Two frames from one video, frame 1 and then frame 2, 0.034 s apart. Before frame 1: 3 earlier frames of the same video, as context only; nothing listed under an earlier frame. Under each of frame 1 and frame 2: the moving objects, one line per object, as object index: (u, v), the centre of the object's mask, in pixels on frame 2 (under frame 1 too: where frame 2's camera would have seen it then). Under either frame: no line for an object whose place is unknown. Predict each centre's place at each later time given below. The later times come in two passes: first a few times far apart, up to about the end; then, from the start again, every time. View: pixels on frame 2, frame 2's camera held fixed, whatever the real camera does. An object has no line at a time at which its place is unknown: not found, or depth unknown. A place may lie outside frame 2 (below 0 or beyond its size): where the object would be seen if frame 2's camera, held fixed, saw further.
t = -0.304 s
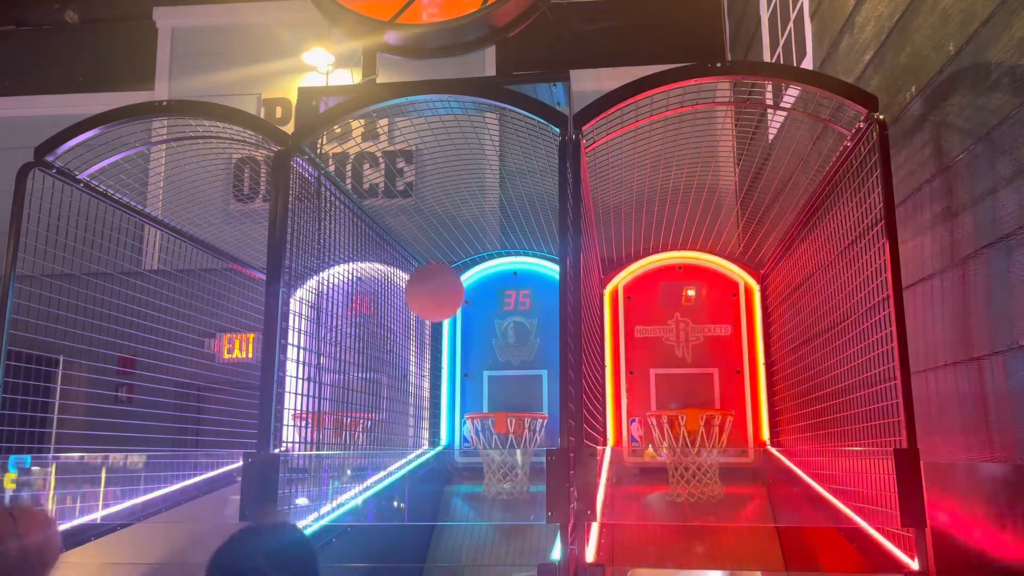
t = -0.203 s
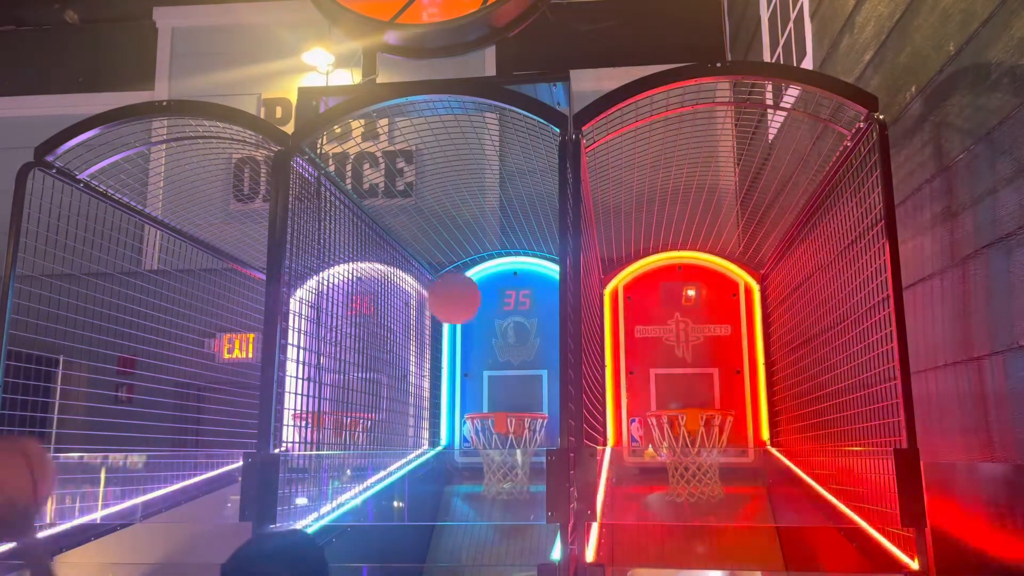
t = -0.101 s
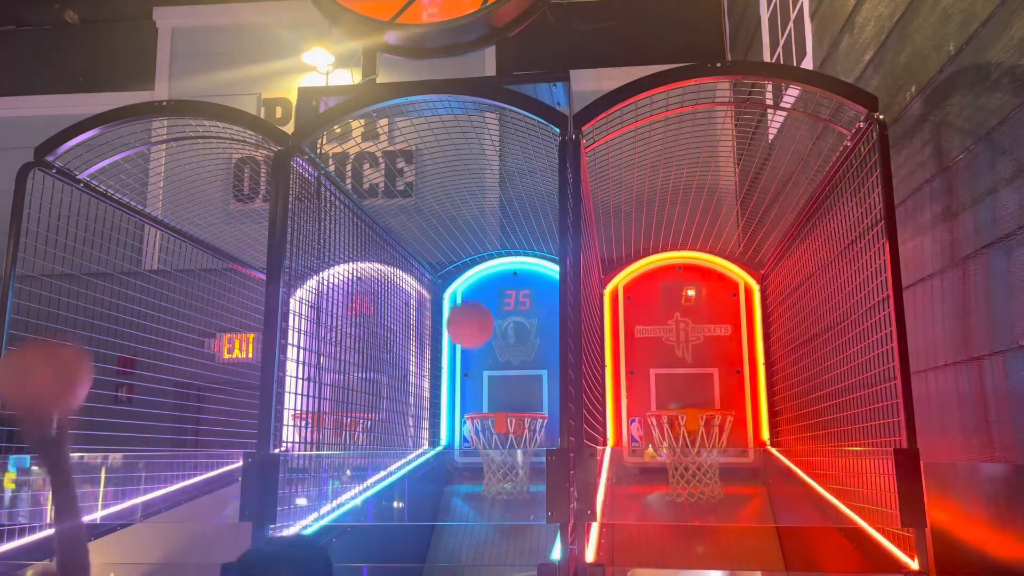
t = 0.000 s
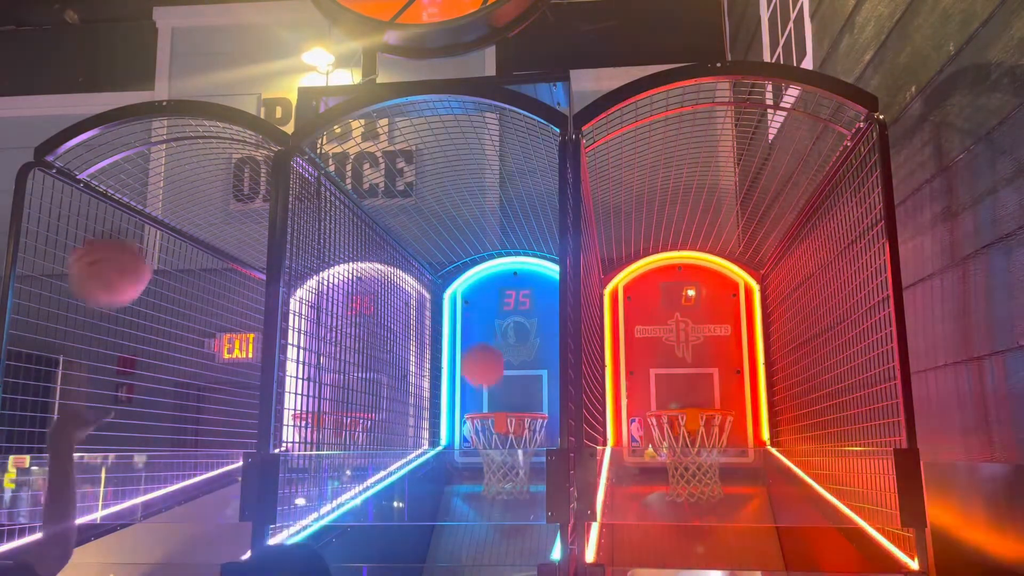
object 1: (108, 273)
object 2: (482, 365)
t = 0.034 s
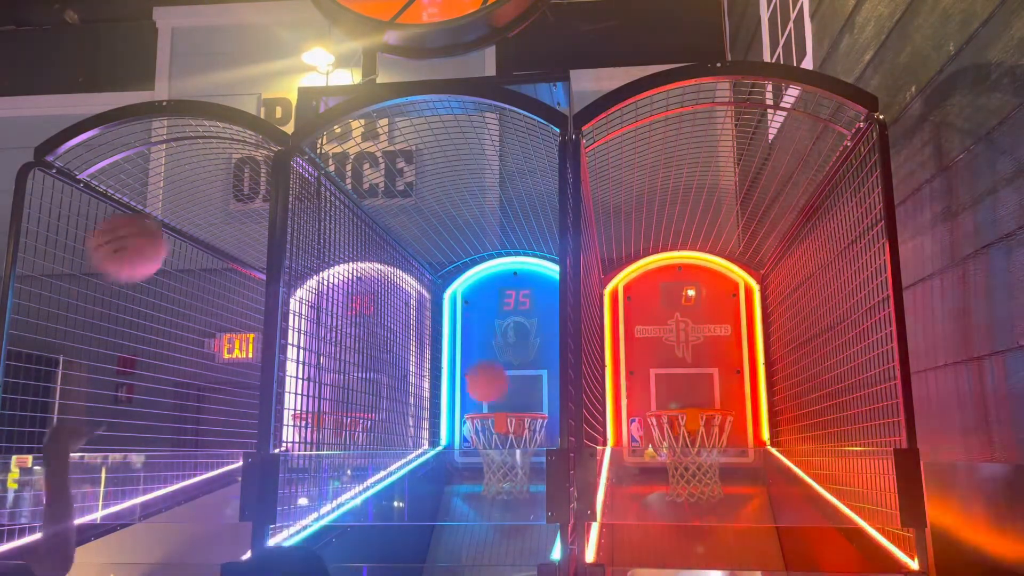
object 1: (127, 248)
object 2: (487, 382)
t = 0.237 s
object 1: (208, 197)
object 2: (551, 361)
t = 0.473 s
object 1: (249, 316)
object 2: (540, 372)
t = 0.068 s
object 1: (144, 229)
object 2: (491, 398)
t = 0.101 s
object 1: (159, 215)
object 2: (503, 394)
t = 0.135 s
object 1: (172, 205)
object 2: (517, 385)
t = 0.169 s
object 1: (185, 199)
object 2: (532, 375)
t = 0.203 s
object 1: (198, 197)
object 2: (544, 367)
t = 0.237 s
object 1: (208, 197)
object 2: (551, 361)
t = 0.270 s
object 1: (217, 207)
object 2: (553, 358)
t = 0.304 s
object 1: (225, 221)
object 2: (552, 354)
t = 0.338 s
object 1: (231, 236)
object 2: (550, 353)
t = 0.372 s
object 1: (238, 254)
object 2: (548, 353)
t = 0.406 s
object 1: (243, 274)
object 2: (545, 357)
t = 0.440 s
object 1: (245, 296)
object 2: (543, 363)
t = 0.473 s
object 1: (249, 316)
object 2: (540, 372)
